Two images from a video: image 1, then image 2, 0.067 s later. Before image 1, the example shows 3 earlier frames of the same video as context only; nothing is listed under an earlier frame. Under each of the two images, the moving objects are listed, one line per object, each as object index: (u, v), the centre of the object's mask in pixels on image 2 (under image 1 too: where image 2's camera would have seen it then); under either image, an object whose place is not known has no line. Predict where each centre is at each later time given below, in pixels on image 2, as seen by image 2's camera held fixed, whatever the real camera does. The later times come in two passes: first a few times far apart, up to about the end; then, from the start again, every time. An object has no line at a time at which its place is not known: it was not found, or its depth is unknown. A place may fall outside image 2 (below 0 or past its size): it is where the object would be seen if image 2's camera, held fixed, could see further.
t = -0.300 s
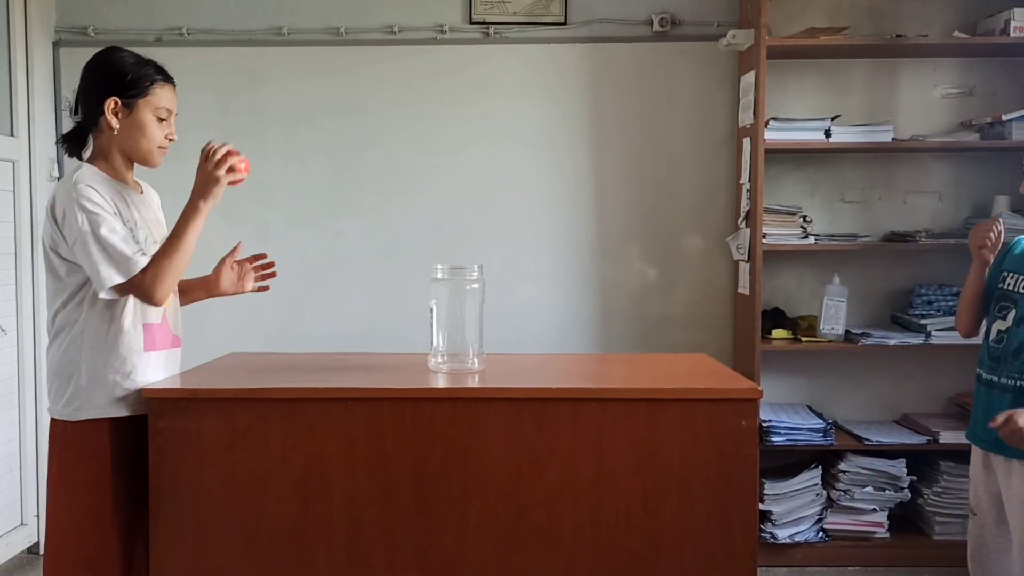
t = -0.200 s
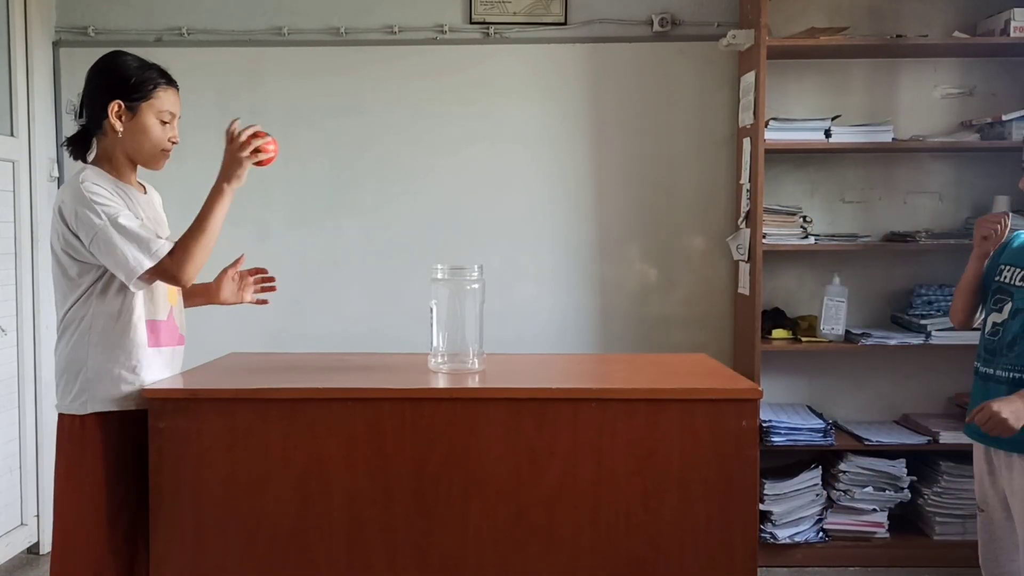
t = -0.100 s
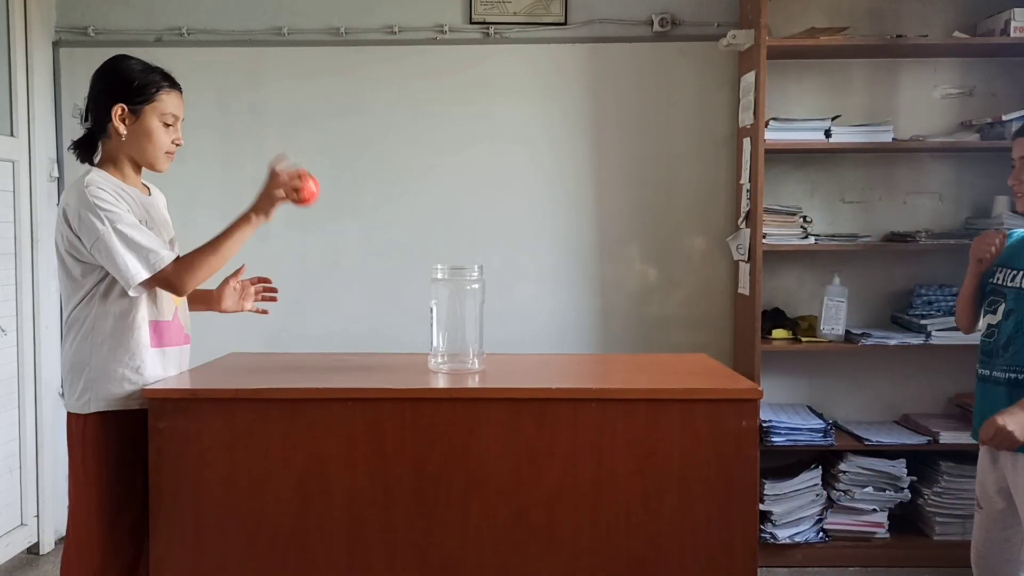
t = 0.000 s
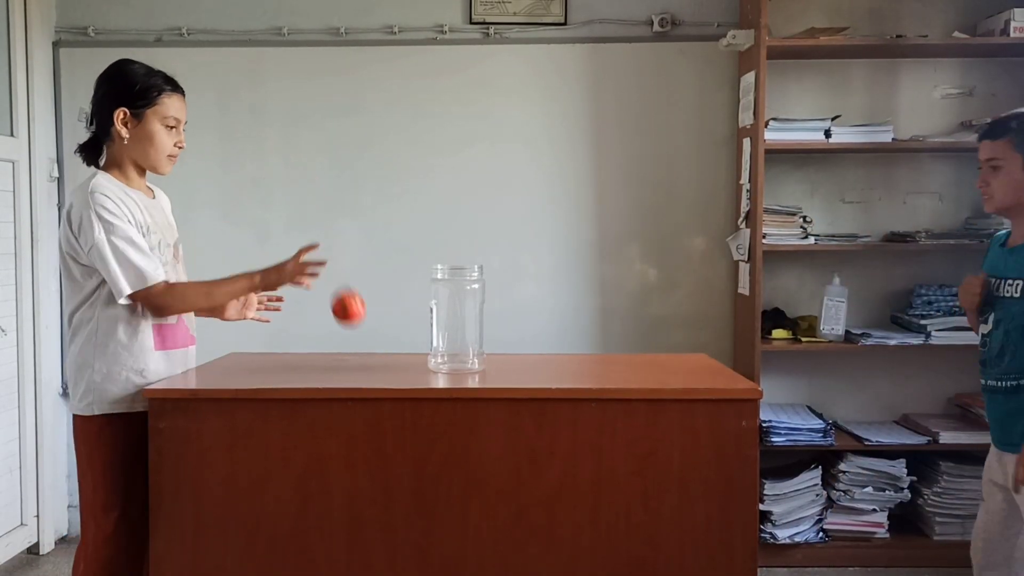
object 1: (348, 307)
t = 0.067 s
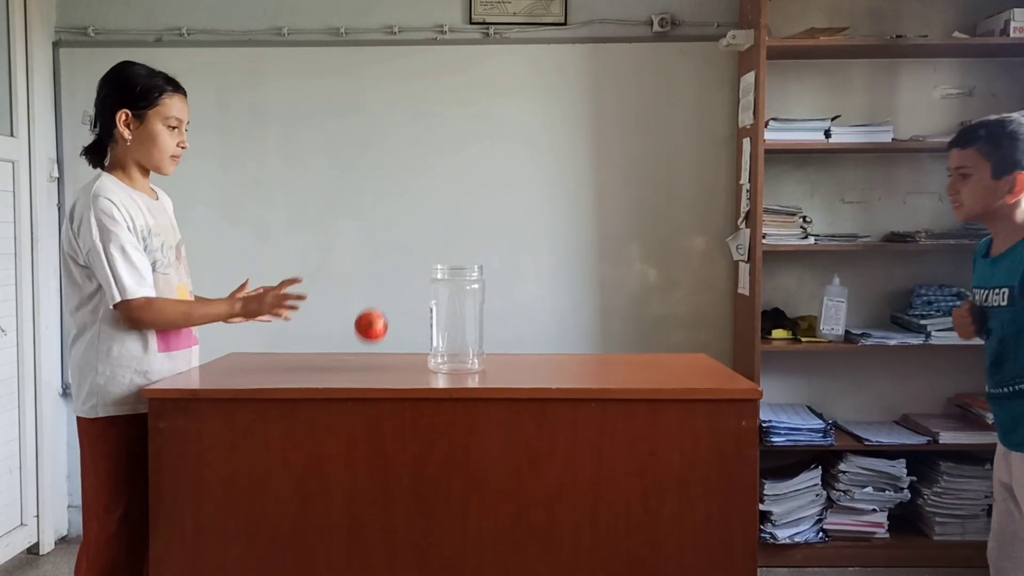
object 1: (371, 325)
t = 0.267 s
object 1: (421, 211)
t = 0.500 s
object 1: (458, 270)
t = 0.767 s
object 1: (467, 317)
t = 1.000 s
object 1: (470, 333)
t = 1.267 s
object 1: (474, 347)
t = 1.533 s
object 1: (478, 350)
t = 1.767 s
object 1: (477, 350)
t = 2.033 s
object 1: (481, 350)
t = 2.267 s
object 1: (481, 350)
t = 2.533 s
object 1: (481, 350)
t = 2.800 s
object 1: (481, 350)
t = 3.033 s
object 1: (481, 350)
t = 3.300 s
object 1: (481, 350)
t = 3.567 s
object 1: (481, 349)
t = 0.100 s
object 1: (379, 295)
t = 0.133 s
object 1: (388, 269)
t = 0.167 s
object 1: (396, 247)
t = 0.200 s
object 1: (404, 230)
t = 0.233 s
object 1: (412, 218)
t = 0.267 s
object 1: (421, 211)
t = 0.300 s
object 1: (429, 209)
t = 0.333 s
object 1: (438, 212)
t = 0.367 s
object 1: (446, 219)
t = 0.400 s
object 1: (455, 231)
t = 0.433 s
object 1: (463, 248)
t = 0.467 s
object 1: (464, 261)
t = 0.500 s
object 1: (458, 270)
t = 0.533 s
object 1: (461, 278)
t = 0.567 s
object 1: (466, 292)
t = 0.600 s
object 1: (470, 308)
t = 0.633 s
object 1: (471, 330)
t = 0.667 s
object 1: (470, 351)
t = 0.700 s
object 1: (470, 335)
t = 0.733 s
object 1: (468, 324)
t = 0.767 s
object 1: (467, 317)
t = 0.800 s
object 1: (466, 316)
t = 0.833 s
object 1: (468, 319)
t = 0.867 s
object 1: (468, 328)
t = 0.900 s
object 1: (466, 342)
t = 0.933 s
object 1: (466, 346)
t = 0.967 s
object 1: (469, 336)
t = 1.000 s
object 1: (470, 333)
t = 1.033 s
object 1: (471, 335)
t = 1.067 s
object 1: (471, 342)
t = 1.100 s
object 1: (471, 347)
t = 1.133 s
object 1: (472, 343)
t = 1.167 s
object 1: (472, 345)
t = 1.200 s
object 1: (471, 350)
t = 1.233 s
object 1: (473, 346)
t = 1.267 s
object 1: (474, 347)
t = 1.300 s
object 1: (474, 350)
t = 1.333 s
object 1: (476, 348)
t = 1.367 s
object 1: (476, 350)
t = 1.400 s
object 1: (478, 350)
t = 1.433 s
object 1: (480, 350)
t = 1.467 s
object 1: (479, 350)
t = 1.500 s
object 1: (479, 350)
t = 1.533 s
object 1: (478, 350)
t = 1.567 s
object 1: (477, 350)
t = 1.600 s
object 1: (477, 350)
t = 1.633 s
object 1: (477, 350)
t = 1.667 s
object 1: (477, 350)
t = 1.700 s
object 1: (477, 350)
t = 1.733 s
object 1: (477, 350)
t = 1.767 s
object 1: (477, 350)
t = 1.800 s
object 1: (477, 350)
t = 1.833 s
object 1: (477, 350)
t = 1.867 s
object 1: (477, 349)
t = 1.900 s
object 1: (477, 349)
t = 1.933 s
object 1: (478, 349)
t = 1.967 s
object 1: (480, 350)
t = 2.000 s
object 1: (481, 350)
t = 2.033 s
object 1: (481, 350)
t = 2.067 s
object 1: (481, 350)
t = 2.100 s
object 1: (480, 350)
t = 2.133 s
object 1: (480, 350)
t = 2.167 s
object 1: (481, 350)
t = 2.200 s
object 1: (481, 350)
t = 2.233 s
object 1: (480, 350)
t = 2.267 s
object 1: (481, 350)
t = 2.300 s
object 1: (481, 350)
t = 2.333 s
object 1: (481, 350)
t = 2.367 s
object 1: (481, 350)
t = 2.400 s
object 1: (481, 350)
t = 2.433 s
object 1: (481, 350)
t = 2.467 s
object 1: (481, 350)
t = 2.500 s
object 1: (481, 350)
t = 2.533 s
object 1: (481, 350)
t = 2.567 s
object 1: (481, 350)
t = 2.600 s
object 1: (481, 350)
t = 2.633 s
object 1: (481, 350)
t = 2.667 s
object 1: (481, 350)
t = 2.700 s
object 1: (481, 350)
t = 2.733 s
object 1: (481, 350)
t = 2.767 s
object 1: (481, 350)
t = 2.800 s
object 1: (481, 350)
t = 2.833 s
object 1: (481, 350)
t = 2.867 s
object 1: (481, 349)
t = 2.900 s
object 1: (481, 350)
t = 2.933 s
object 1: (481, 350)
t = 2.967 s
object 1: (481, 350)
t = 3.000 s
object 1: (481, 350)
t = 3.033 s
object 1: (481, 350)
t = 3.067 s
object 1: (481, 350)
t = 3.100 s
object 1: (481, 350)
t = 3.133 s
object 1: (481, 350)
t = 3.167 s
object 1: (481, 350)
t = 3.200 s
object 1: (481, 350)
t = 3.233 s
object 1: (481, 350)
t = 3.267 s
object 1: (481, 350)
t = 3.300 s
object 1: (481, 350)
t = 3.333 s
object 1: (481, 350)
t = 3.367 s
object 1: (481, 350)
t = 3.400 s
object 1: (481, 350)
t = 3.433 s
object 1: (481, 350)
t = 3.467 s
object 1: (481, 350)
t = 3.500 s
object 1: (481, 350)
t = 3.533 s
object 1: (481, 350)
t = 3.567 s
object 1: (481, 349)
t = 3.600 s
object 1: (481, 349)
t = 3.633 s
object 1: (481, 349)
